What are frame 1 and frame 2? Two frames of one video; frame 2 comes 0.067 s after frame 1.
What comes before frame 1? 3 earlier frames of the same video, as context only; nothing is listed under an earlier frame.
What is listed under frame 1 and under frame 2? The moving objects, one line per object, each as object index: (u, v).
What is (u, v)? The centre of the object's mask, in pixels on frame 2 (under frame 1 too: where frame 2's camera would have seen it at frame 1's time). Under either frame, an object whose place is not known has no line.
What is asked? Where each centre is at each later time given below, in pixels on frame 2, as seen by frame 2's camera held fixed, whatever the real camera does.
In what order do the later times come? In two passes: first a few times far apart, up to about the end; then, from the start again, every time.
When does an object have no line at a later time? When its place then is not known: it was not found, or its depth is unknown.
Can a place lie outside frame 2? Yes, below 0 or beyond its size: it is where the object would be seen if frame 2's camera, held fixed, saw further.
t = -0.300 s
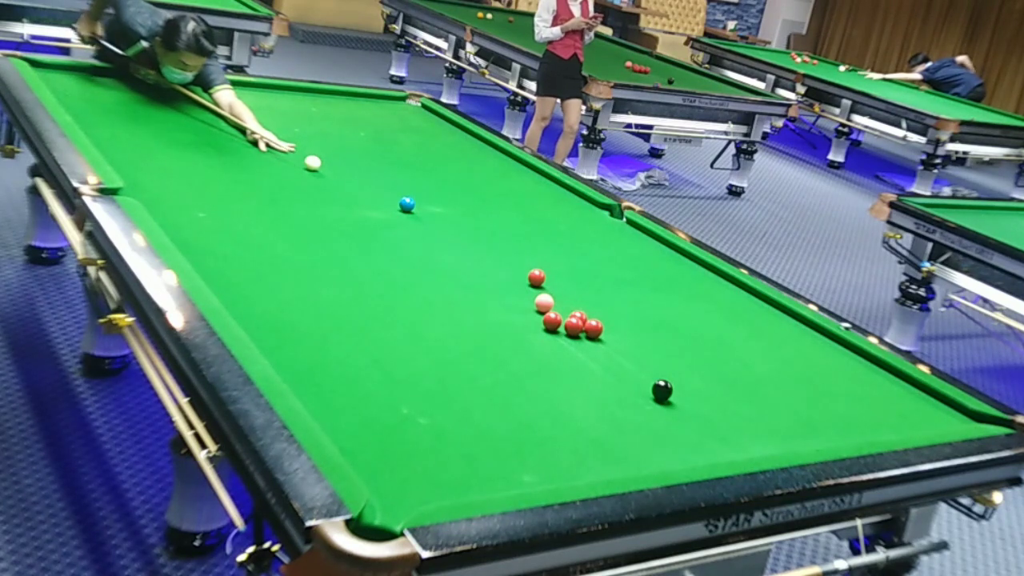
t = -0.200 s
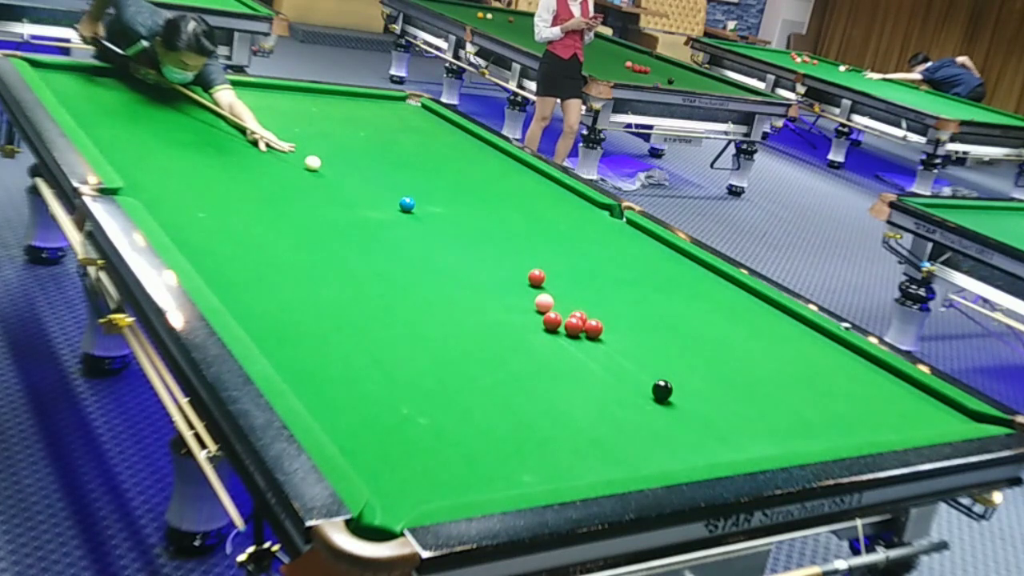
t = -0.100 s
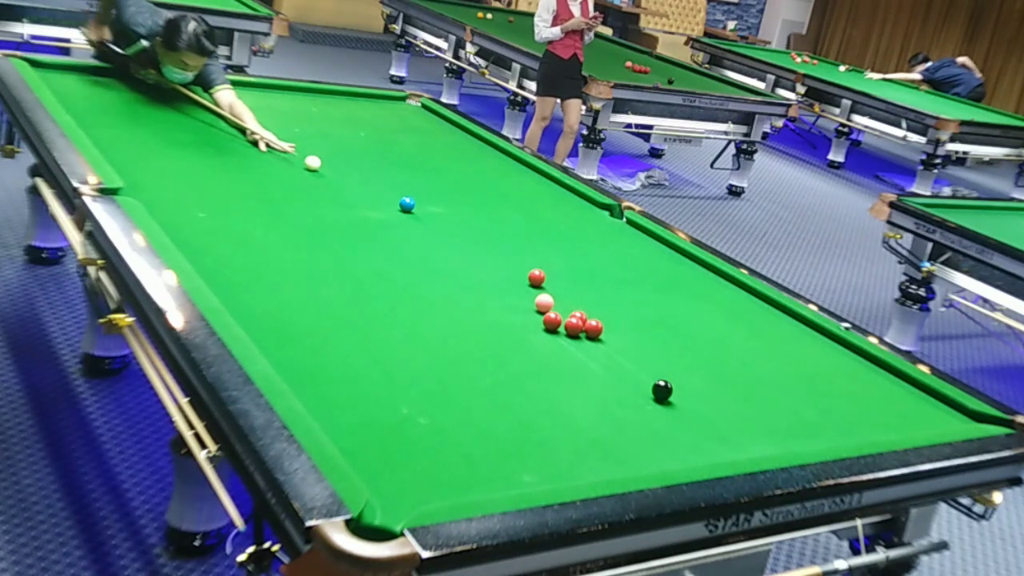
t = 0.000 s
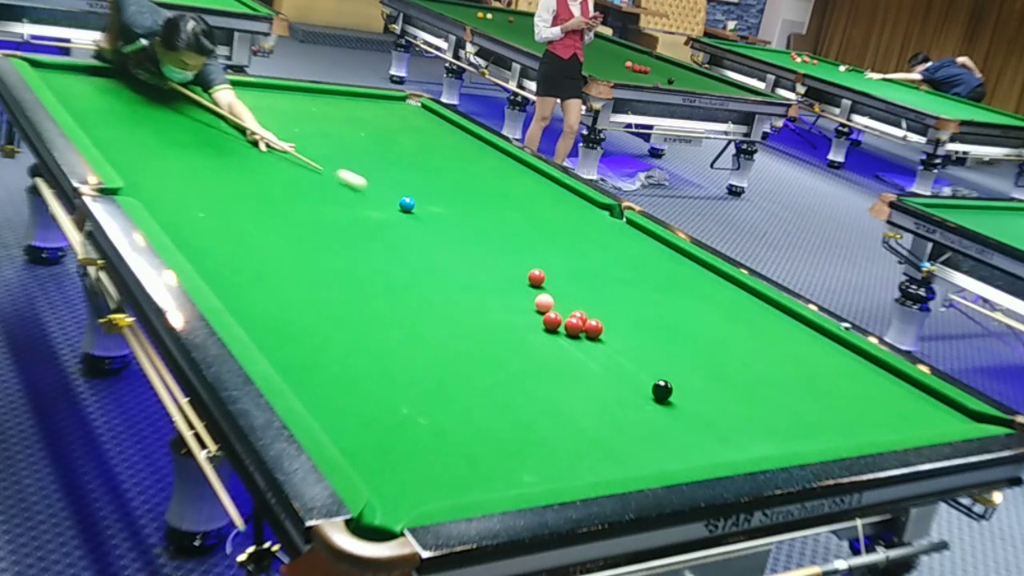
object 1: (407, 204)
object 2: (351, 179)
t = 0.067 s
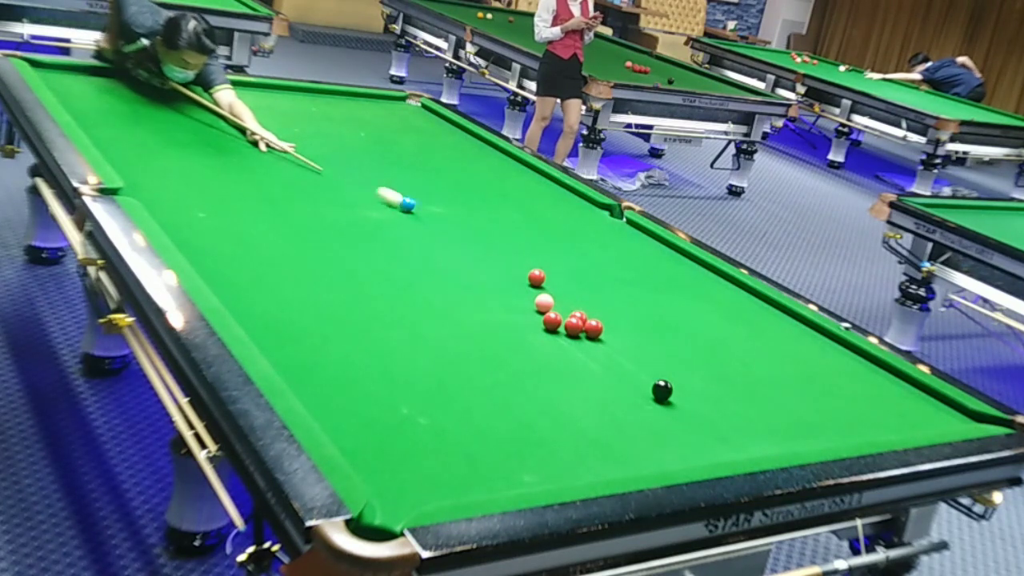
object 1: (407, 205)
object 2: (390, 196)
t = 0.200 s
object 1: (488, 233)
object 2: (391, 202)
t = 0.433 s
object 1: (626, 286)
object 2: (385, 206)
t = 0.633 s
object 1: (742, 330)
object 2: (379, 210)
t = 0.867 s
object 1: (893, 385)
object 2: (373, 214)
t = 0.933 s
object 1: (941, 402)
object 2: (371, 215)
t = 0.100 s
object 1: (425, 209)
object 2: (394, 200)
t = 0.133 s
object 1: (446, 217)
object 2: (393, 200)
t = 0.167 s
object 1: (467, 225)
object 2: (392, 201)
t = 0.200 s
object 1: (488, 233)
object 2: (391, 202)
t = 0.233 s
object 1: (509, 241)
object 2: (390, 202)
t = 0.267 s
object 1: (530, 250)
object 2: (389, 203)
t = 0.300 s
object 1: (549, 257)
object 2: (388, 204)
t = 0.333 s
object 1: (569, 265)
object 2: (388, 205)
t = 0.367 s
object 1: (588, 272)
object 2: (387, 205)
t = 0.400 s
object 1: (607, 279)
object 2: (386, 206)
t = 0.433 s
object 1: (626, 286)
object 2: (385, 206)
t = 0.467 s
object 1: (644, 293)
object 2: (384, 207)
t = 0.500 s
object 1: (664, 300)
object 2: (383, 208)
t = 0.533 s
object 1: (683, 307)
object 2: (382, 208)
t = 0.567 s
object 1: (703, 315)
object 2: (381, 209)
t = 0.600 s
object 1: (722, 322)
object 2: (380, 210)
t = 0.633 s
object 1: (742, 330)
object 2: (379, 210)
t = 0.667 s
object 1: (763, 337)
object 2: (378, 211)
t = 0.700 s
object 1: (783, 345)
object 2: (377, 212)
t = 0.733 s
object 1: (804, 353)
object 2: (377, 212)
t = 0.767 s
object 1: (827, 362)
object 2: (376, 213)
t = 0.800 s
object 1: (848, 370)
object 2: (375, 213)
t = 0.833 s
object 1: (870, 378)
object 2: (374, 214)
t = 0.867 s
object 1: (893, 385)
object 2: (373, 214)
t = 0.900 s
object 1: (917, 394)
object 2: (372, 215)
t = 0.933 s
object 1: (941, 402)
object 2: (371, 215)
